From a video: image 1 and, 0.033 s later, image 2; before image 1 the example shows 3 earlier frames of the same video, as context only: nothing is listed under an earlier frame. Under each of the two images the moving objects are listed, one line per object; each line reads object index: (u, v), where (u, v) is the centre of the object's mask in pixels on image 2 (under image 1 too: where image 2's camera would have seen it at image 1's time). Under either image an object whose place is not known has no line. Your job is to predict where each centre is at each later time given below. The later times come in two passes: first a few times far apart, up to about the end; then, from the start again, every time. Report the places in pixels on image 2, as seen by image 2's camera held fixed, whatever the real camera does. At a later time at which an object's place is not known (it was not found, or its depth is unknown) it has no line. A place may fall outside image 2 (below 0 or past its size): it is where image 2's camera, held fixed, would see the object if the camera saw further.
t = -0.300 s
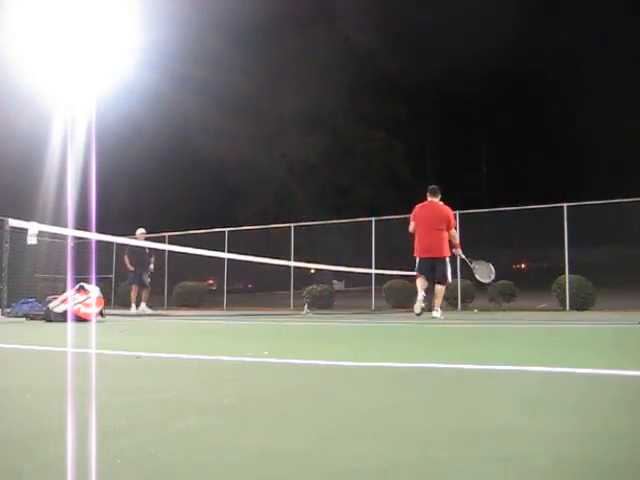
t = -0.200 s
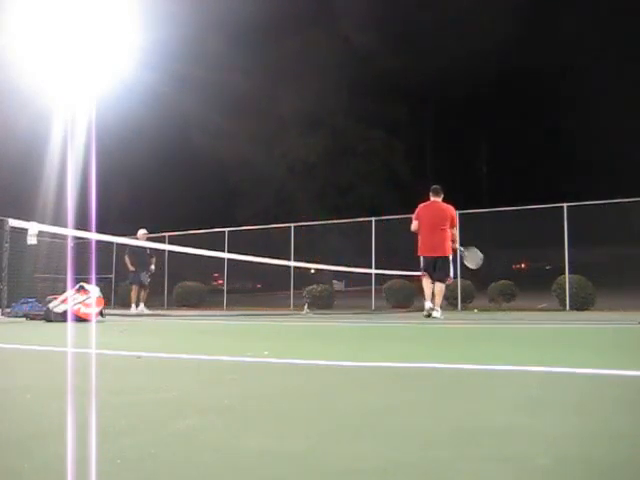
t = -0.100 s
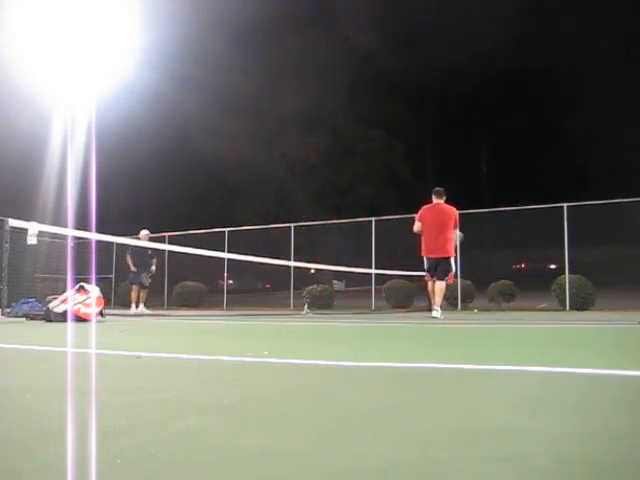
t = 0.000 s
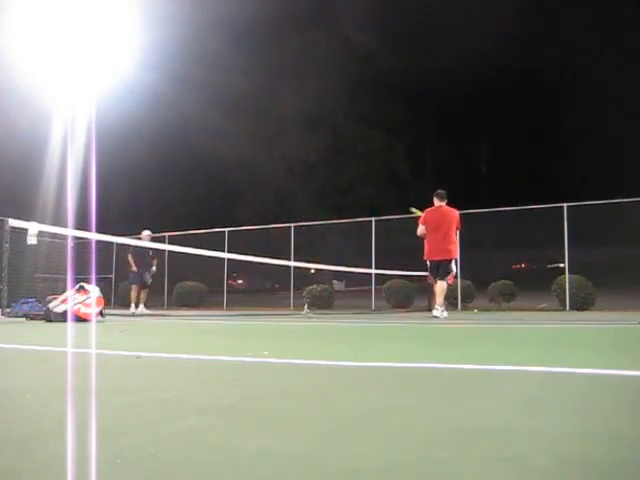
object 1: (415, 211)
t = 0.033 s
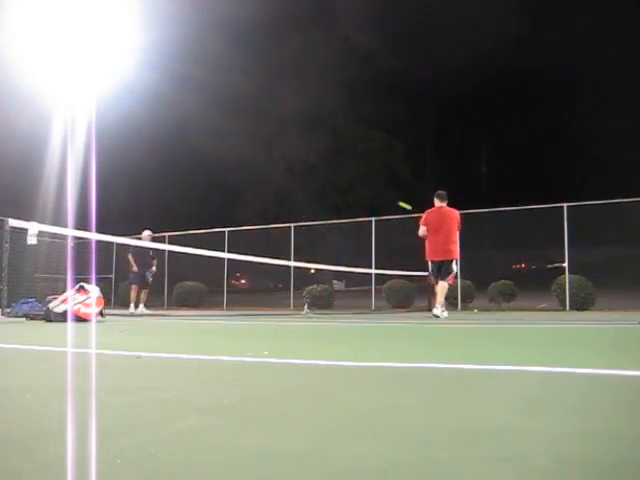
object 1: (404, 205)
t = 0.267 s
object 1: (330, 183)
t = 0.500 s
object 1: (269, 194)
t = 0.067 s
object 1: (392, 200)
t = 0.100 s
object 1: (381, 195)
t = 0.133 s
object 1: (370, 191)
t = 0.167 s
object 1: (360, 188)
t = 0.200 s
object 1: (349, 186)
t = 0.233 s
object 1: (340, 184)
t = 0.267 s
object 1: (330, 183)
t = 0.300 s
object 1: (320, 183)
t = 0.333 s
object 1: (311, 184)
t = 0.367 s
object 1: (302, 184)
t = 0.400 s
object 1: (294, 187)
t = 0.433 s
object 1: (285, 188)
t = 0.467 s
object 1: (277, 191)
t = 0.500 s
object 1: (269, 194)
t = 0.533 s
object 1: (260, 198)
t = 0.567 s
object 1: (253, 203)
